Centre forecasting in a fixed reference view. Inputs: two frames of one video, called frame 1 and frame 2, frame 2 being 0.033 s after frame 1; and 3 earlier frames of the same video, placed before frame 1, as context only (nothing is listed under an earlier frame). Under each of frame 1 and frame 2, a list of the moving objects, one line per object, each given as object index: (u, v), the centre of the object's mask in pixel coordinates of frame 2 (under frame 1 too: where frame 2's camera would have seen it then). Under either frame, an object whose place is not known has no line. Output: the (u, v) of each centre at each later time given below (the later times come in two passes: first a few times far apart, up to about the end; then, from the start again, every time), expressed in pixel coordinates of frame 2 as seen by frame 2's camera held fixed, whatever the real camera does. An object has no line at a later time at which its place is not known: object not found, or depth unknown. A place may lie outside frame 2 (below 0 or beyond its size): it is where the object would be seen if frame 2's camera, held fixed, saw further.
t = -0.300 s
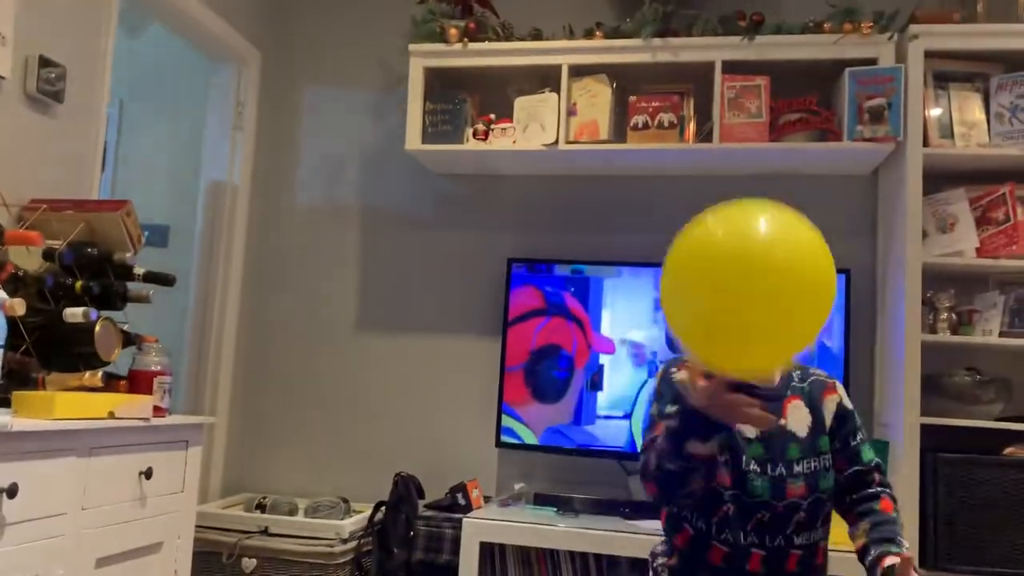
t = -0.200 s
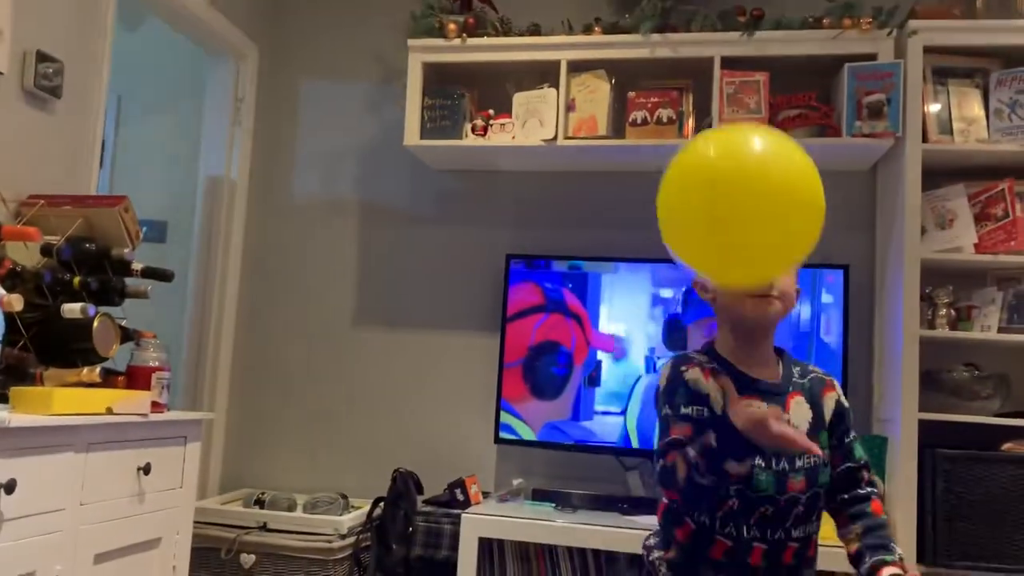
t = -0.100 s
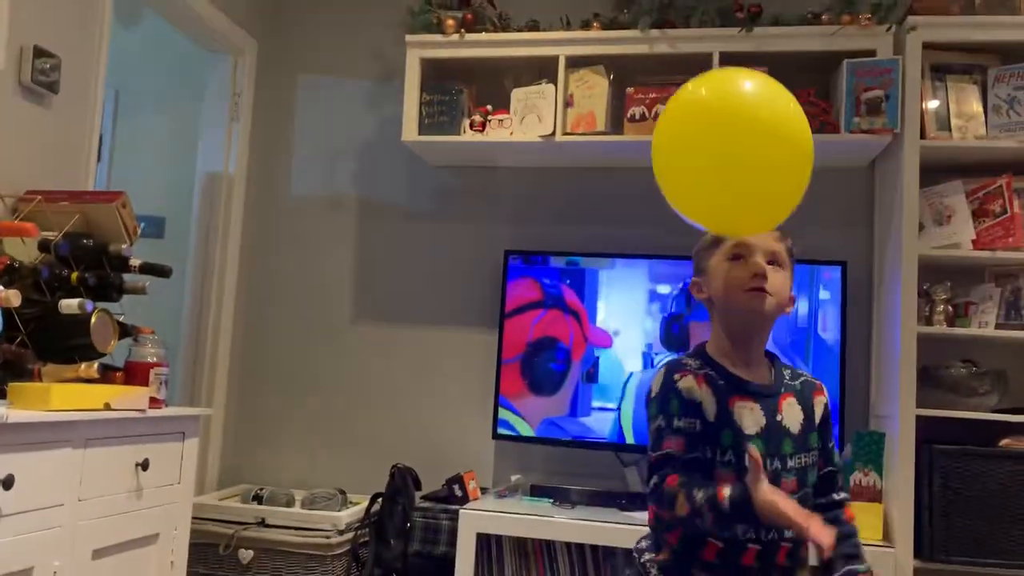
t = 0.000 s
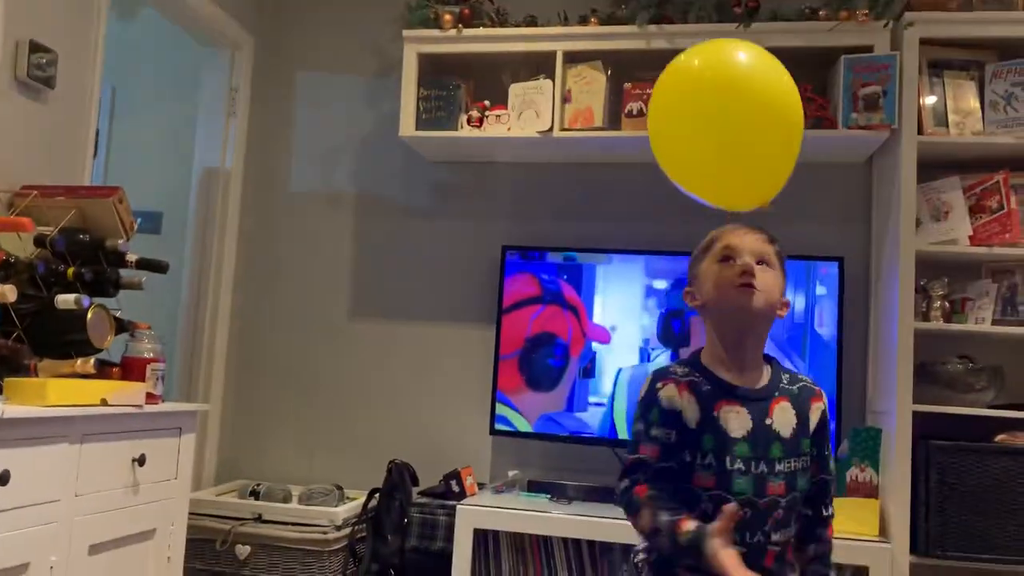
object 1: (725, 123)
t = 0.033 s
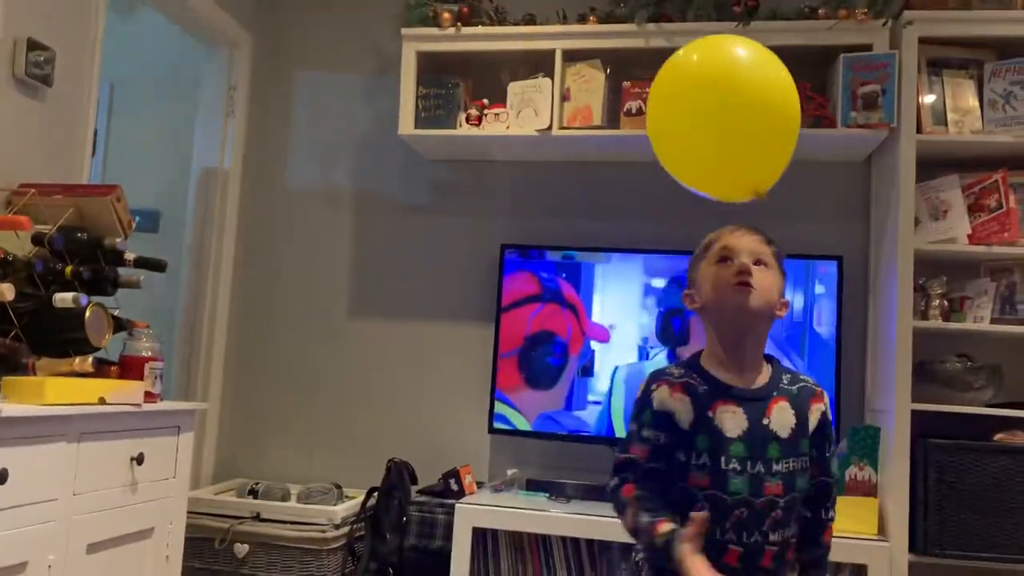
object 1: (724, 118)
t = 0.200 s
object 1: (719, 114)
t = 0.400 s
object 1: (716, 146)
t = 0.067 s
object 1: (723, 114)
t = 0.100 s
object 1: (721, 111)
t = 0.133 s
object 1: (720, 111)
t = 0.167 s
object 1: (720, 112)
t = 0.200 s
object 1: (719, 114)
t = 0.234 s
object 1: (719, 117)
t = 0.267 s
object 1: (718, 121)
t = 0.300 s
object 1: (718, 126)
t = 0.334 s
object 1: (717, 132)
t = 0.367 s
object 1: (717, 139)
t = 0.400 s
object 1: (716, 146)
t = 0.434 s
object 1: (715, 155)
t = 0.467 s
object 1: (715, 163)
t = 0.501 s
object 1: (714, 173)
